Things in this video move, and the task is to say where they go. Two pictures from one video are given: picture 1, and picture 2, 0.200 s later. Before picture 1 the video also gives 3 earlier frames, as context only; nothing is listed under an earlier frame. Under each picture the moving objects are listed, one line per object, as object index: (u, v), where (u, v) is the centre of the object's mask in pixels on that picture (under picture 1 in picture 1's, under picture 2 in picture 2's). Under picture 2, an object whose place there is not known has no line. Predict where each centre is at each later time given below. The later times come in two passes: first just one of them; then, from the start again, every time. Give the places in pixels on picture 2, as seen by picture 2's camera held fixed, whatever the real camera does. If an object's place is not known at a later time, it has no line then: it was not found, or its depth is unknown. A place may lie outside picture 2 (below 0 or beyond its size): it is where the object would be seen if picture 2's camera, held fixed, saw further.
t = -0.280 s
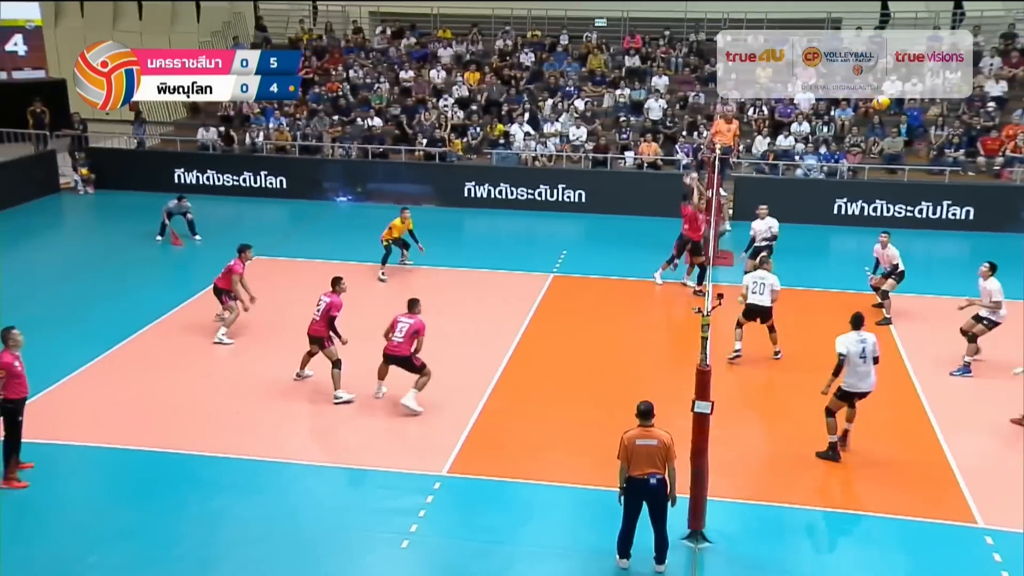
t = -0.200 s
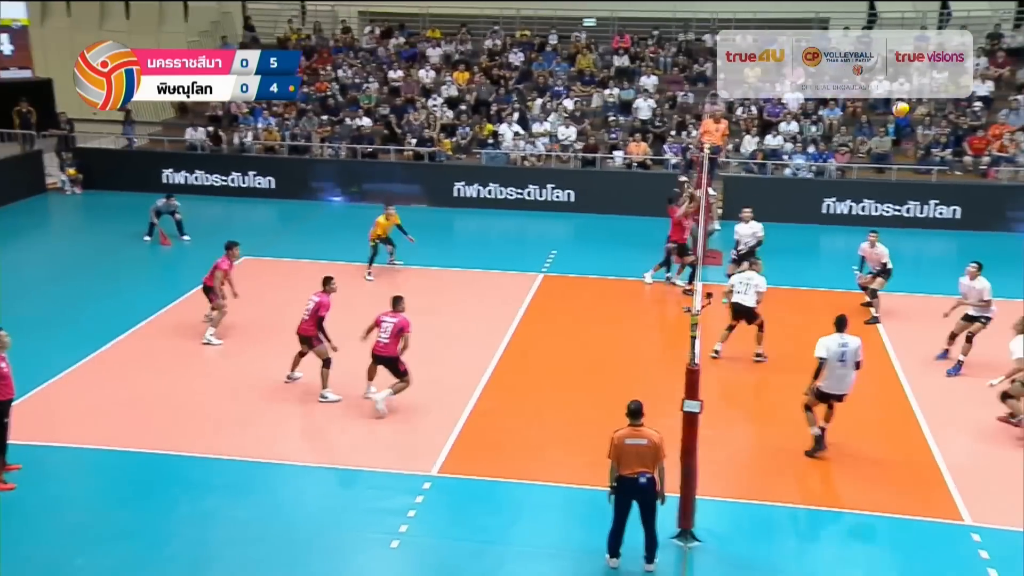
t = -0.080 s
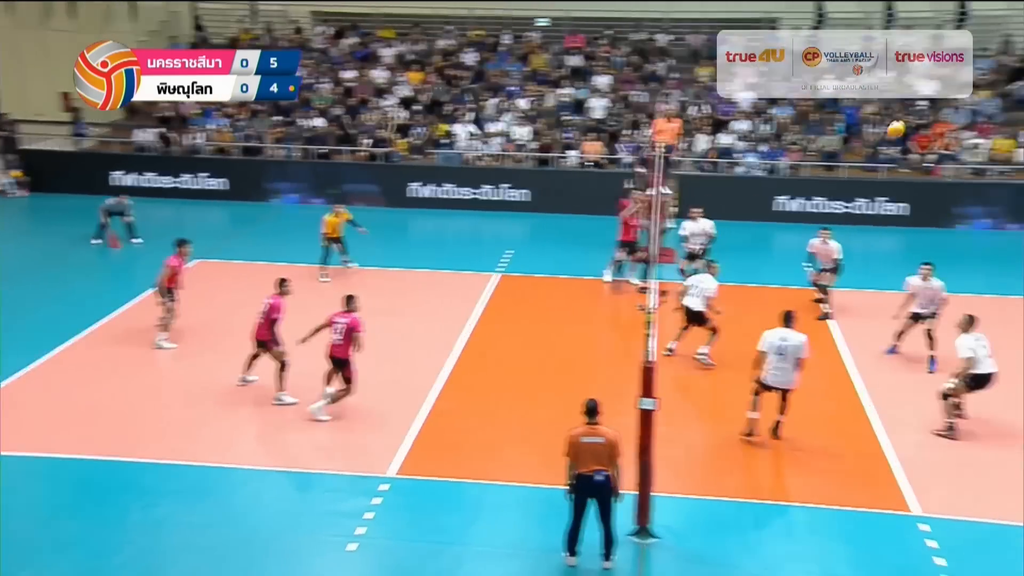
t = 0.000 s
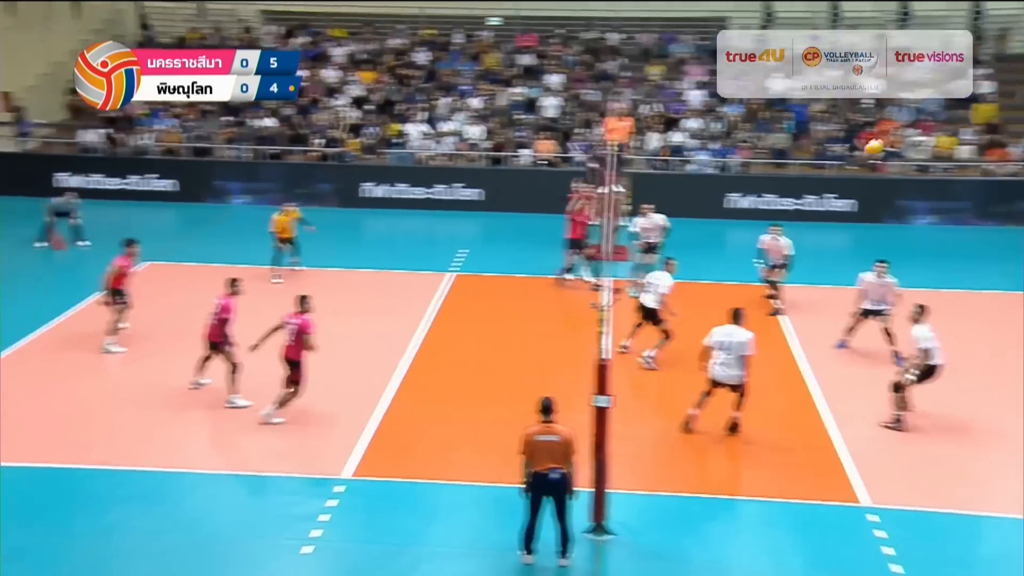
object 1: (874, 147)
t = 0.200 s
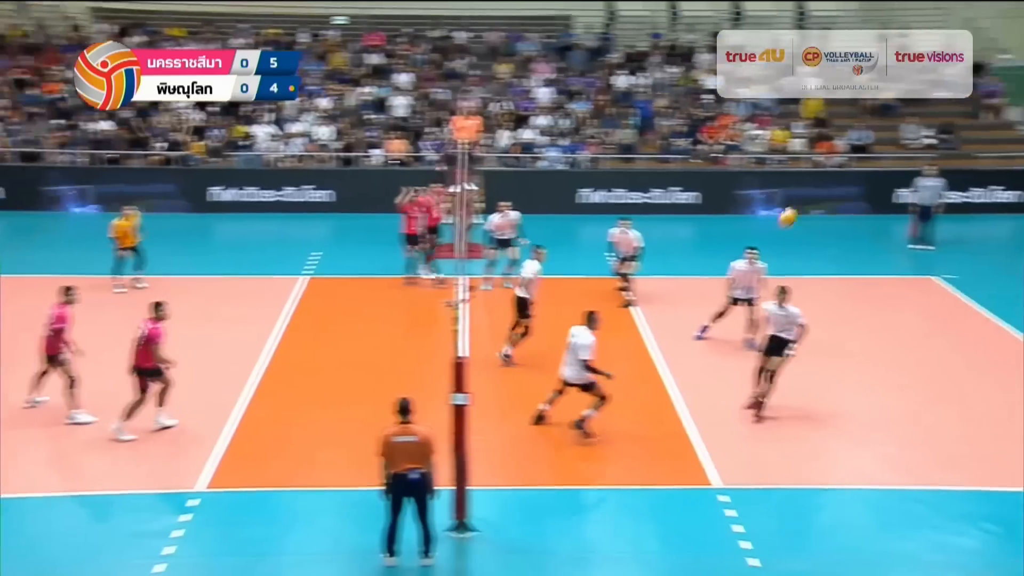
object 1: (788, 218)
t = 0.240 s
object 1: (802, 238)
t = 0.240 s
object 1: (802, 238)
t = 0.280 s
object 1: (817, 259)
